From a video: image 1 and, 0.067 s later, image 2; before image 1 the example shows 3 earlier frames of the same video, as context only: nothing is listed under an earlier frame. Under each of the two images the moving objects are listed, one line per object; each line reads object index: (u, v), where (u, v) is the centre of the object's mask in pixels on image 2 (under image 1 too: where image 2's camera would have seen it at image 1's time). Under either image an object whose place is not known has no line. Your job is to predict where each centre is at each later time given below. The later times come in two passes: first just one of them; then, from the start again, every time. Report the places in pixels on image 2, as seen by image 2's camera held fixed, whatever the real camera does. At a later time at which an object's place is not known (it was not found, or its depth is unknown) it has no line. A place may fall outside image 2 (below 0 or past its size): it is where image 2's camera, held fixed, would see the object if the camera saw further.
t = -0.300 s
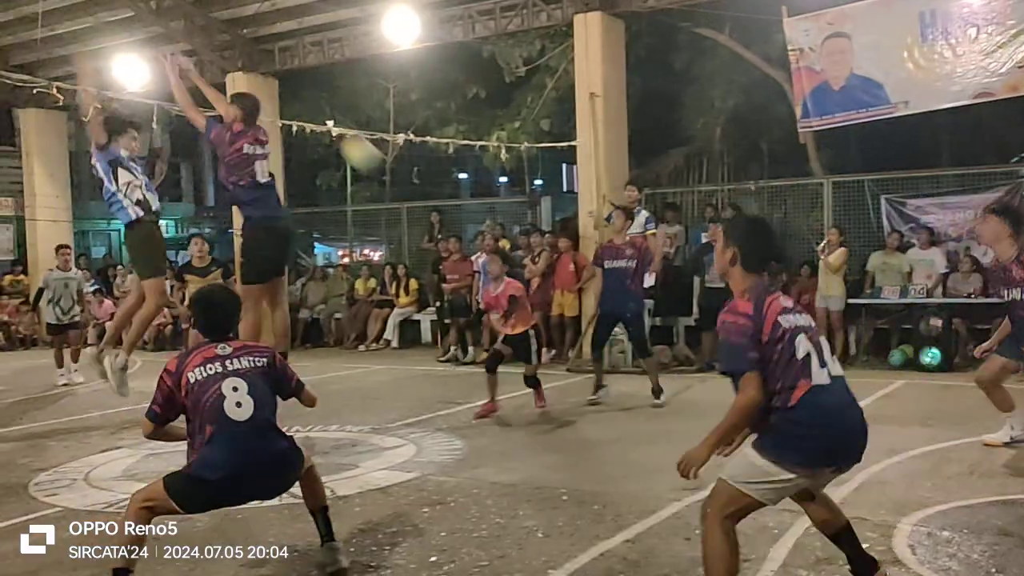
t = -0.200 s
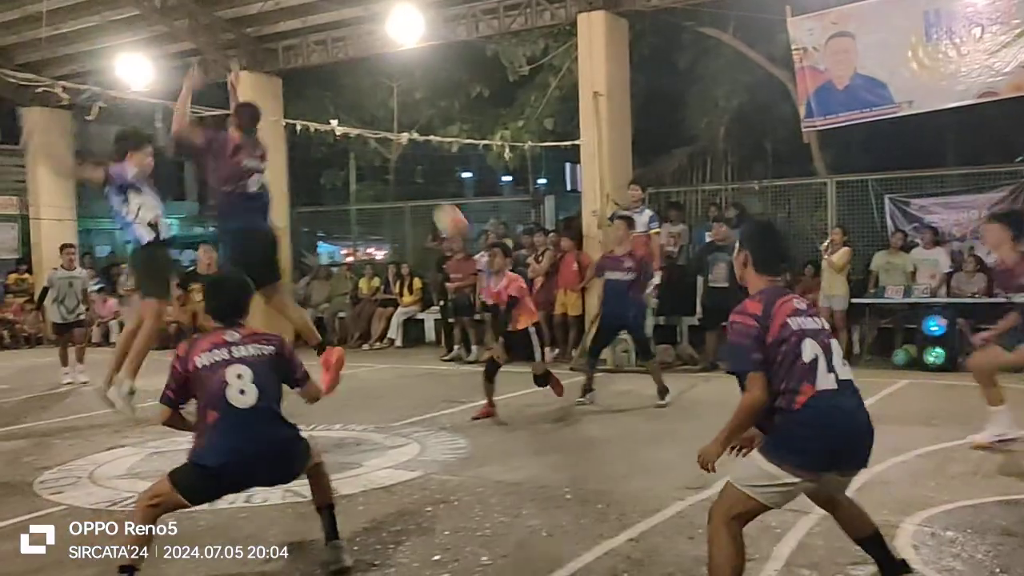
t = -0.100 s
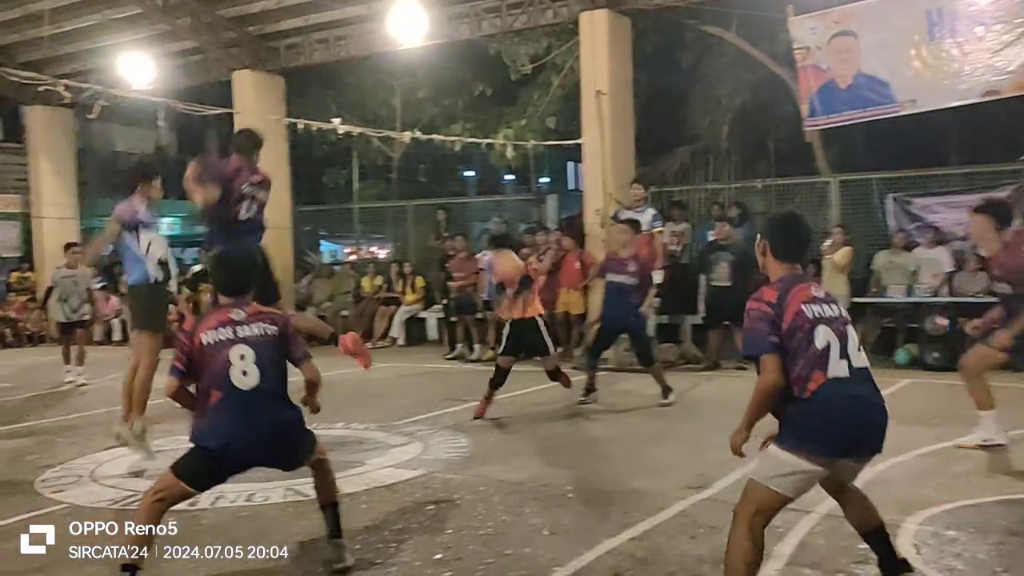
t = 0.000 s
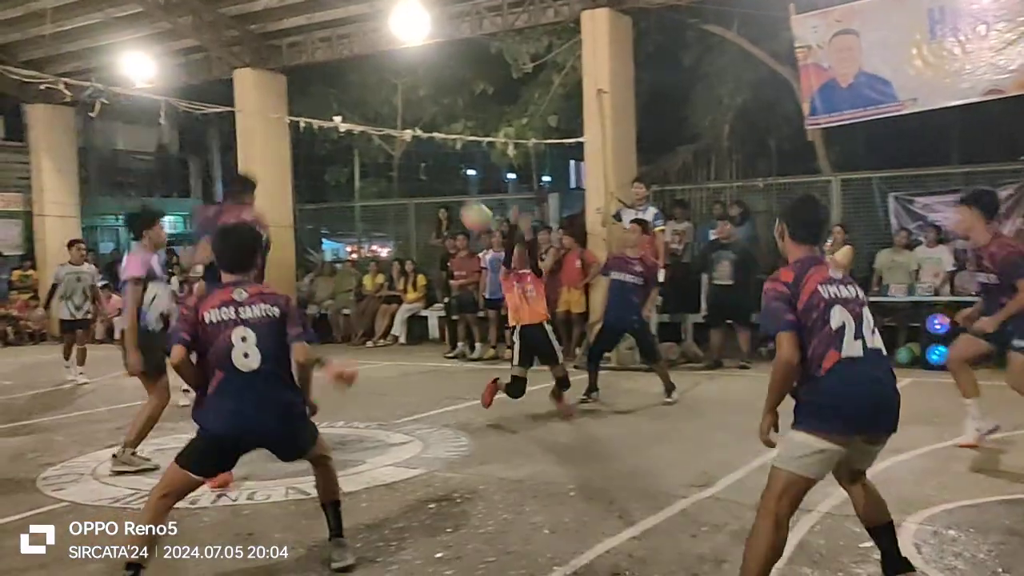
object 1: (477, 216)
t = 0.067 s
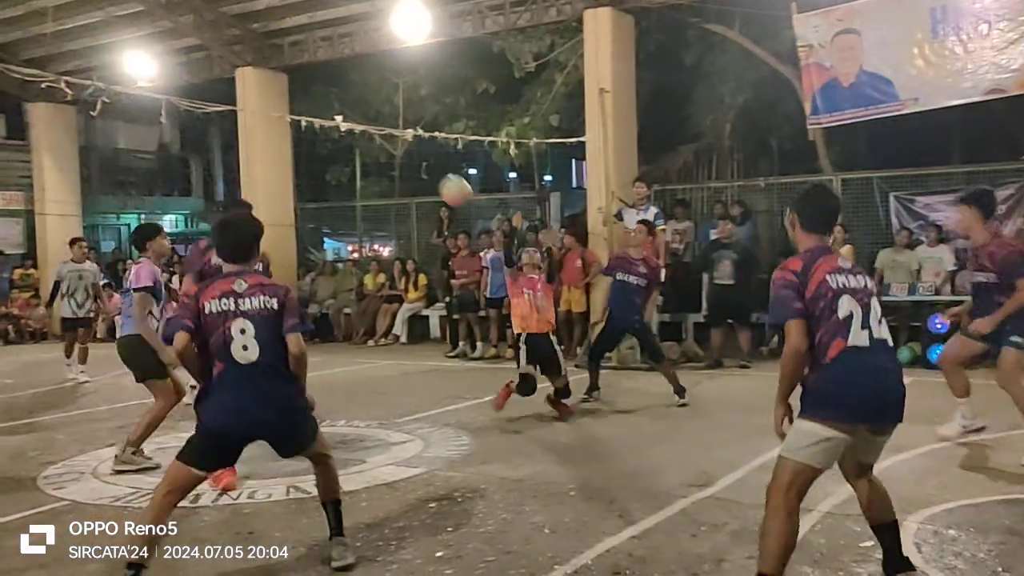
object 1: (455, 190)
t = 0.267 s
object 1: (382, 145)
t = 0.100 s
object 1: (444, 180)
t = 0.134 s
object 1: (432, 170)
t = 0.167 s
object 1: (420, 162)
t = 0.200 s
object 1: (407, 155)
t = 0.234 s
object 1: (394, 149)
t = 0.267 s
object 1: (382, 145)
